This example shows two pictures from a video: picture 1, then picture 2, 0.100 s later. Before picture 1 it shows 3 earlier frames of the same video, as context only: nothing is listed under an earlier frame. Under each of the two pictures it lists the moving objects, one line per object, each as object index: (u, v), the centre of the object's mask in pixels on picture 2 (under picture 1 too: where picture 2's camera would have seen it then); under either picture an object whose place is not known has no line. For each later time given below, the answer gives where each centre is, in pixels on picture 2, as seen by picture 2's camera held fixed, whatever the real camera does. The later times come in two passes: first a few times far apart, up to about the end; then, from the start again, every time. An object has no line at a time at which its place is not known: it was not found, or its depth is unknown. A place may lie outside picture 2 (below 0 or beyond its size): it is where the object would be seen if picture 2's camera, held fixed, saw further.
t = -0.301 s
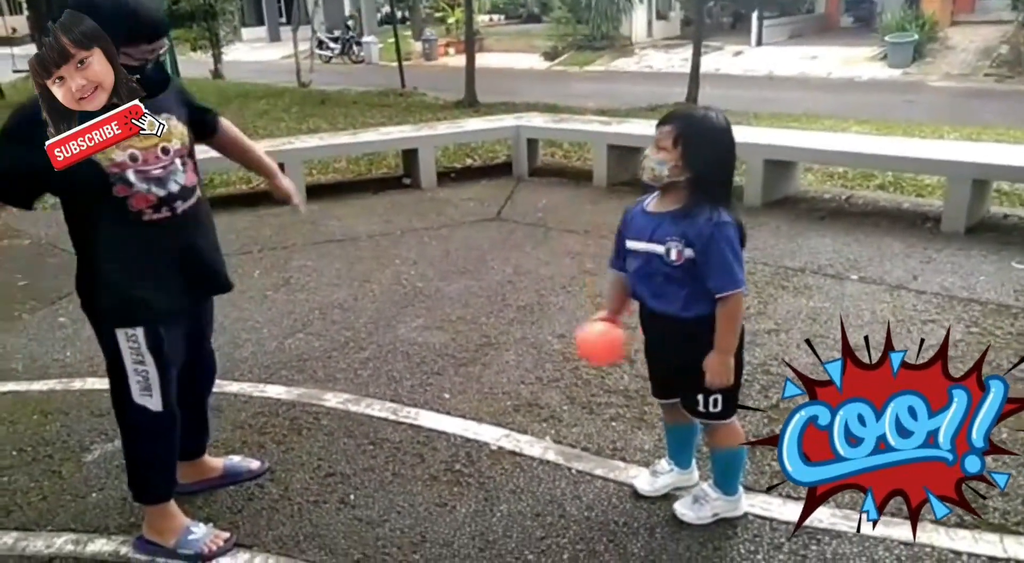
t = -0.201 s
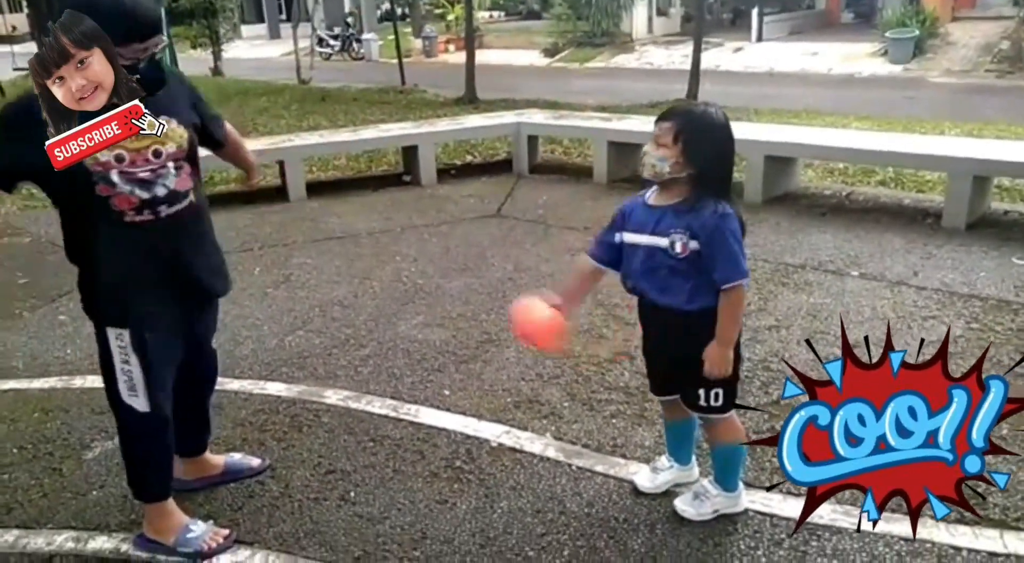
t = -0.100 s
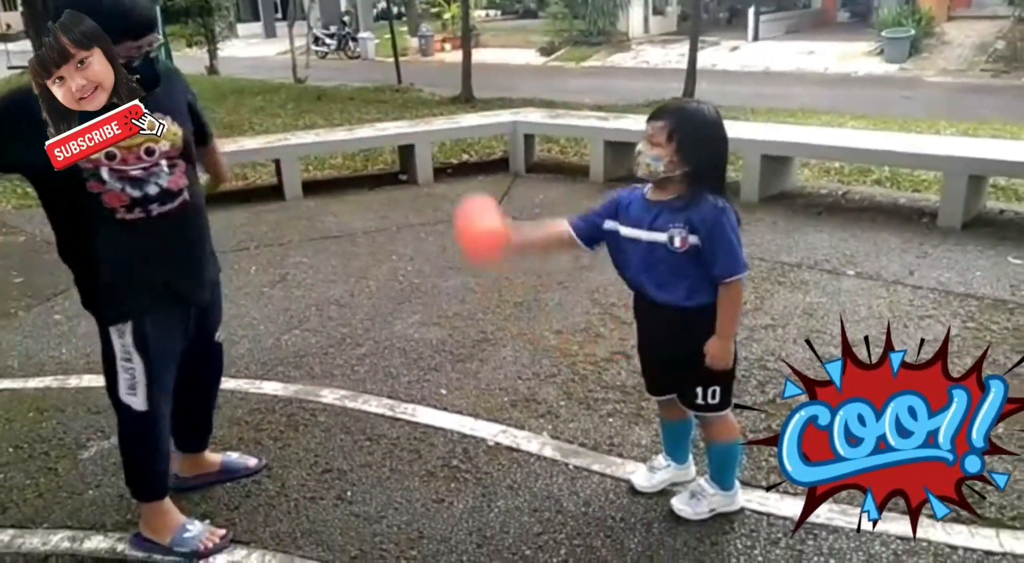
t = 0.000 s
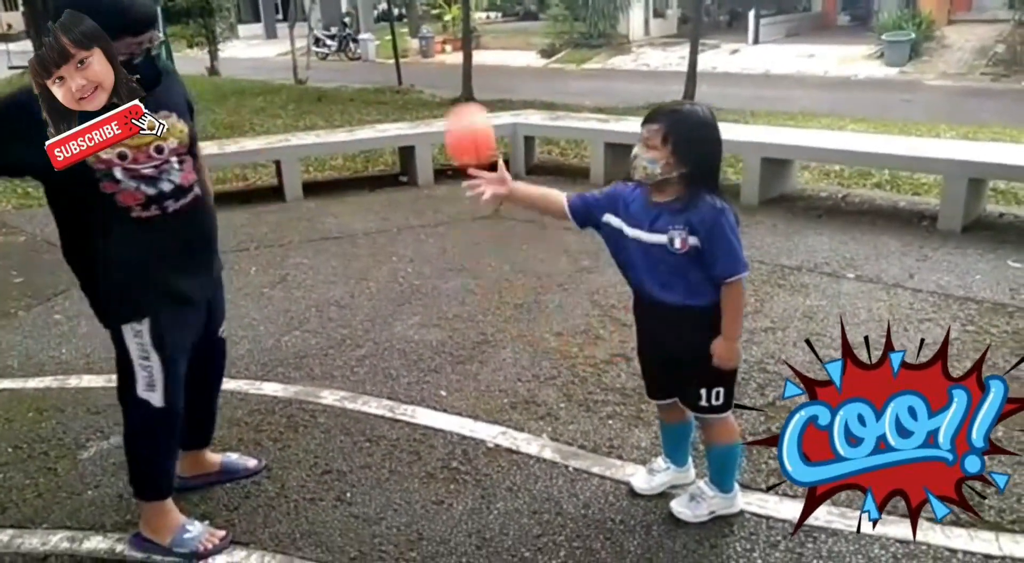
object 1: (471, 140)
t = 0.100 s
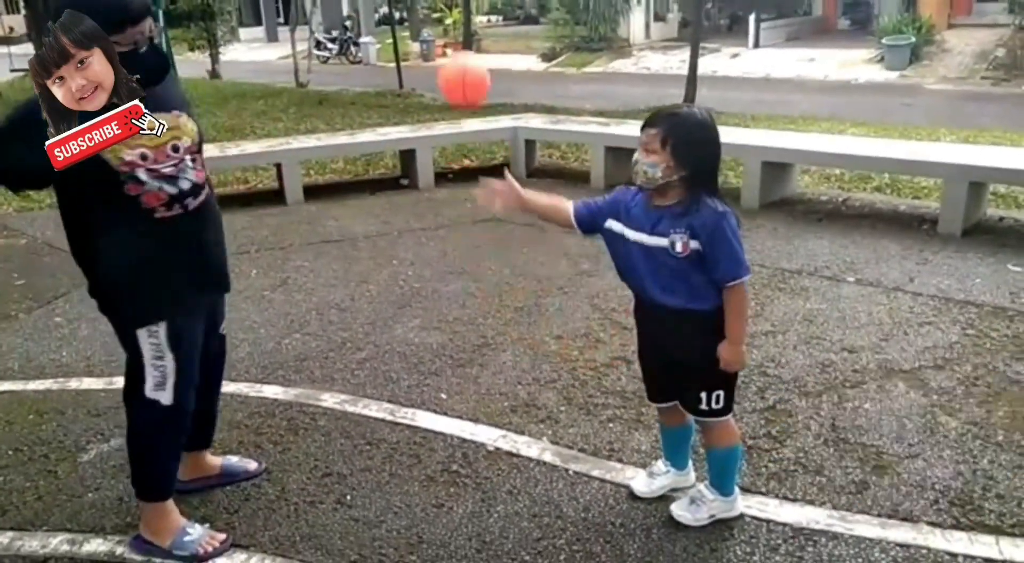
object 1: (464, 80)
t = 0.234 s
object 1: (461, 63)
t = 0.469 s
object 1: (467, 192)
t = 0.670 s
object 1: (481, 400)
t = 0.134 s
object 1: (462, 71)
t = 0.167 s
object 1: (461, 63)
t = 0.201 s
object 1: (461, 62)
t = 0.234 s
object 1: (461, 63)
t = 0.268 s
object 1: (461, 70)
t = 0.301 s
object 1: (461, 81)
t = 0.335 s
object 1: (461, 94)
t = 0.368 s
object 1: (463, 114)
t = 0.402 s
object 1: (463, 138)
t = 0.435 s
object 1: (464, 164)
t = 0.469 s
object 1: (467, 192)
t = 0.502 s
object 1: (468, 223)
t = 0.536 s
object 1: (470, 257)
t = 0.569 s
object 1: (472, 292)
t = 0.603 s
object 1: (475, 327)
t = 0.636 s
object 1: (478, 366)
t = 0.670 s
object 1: (481, 400)
